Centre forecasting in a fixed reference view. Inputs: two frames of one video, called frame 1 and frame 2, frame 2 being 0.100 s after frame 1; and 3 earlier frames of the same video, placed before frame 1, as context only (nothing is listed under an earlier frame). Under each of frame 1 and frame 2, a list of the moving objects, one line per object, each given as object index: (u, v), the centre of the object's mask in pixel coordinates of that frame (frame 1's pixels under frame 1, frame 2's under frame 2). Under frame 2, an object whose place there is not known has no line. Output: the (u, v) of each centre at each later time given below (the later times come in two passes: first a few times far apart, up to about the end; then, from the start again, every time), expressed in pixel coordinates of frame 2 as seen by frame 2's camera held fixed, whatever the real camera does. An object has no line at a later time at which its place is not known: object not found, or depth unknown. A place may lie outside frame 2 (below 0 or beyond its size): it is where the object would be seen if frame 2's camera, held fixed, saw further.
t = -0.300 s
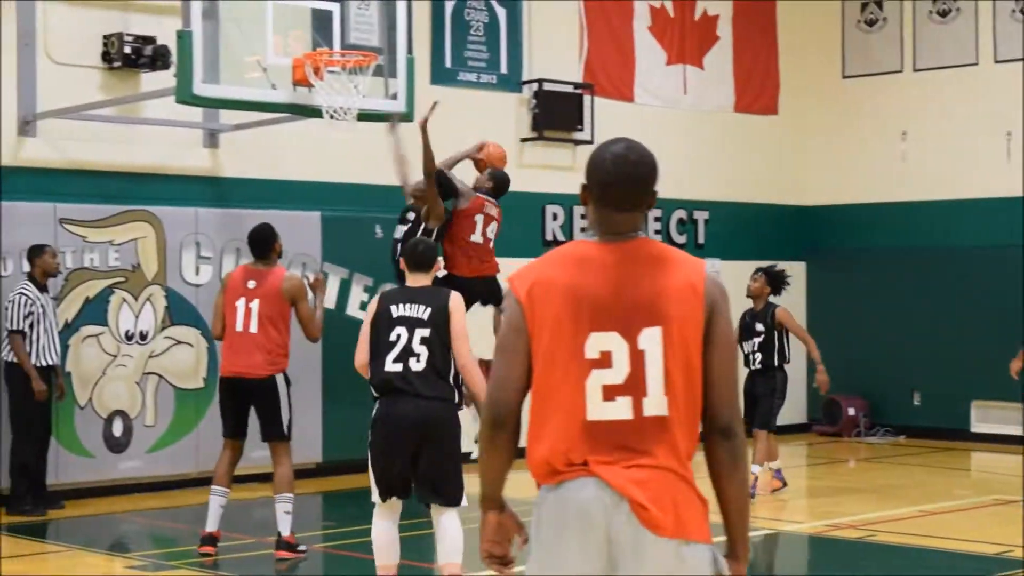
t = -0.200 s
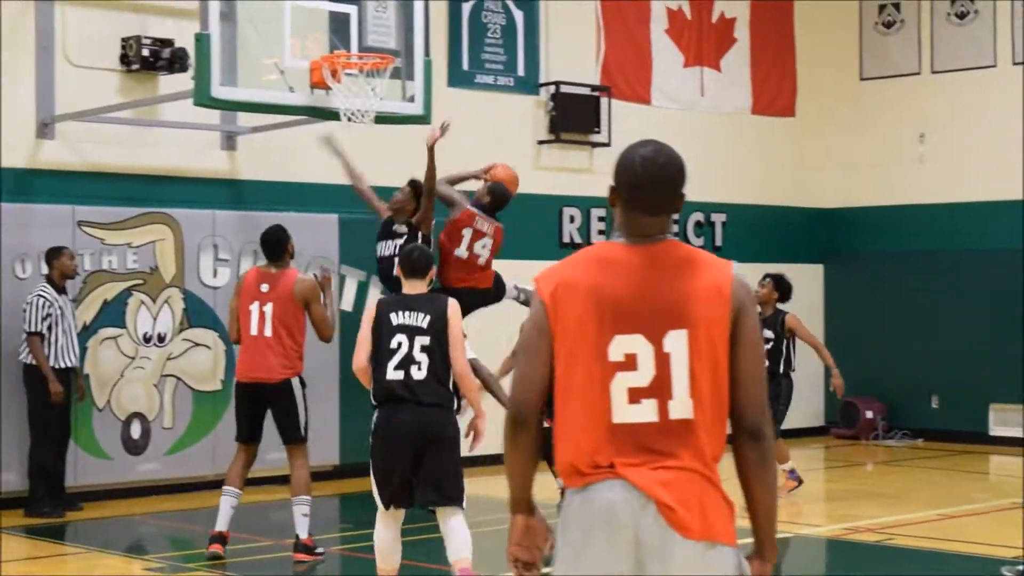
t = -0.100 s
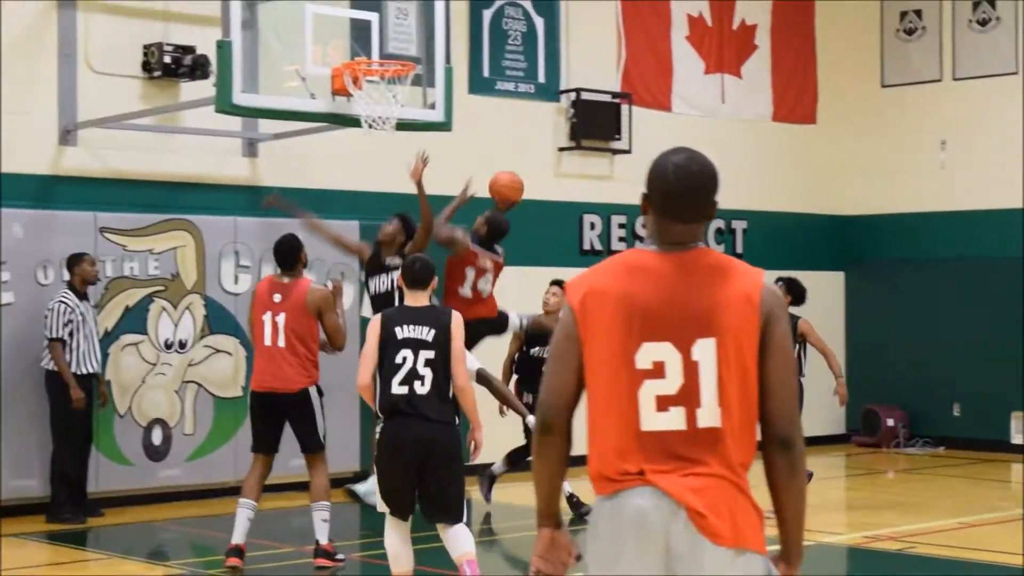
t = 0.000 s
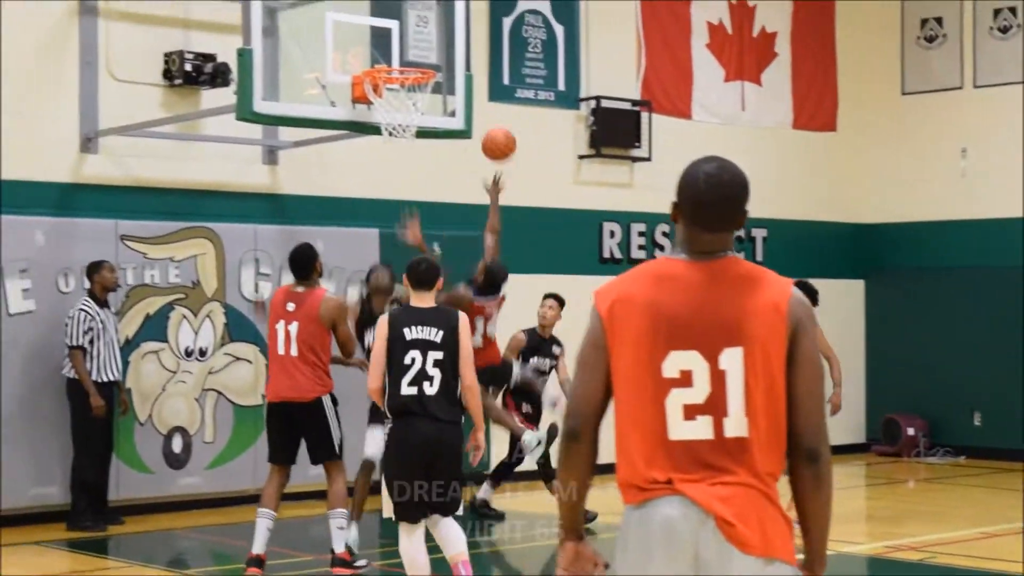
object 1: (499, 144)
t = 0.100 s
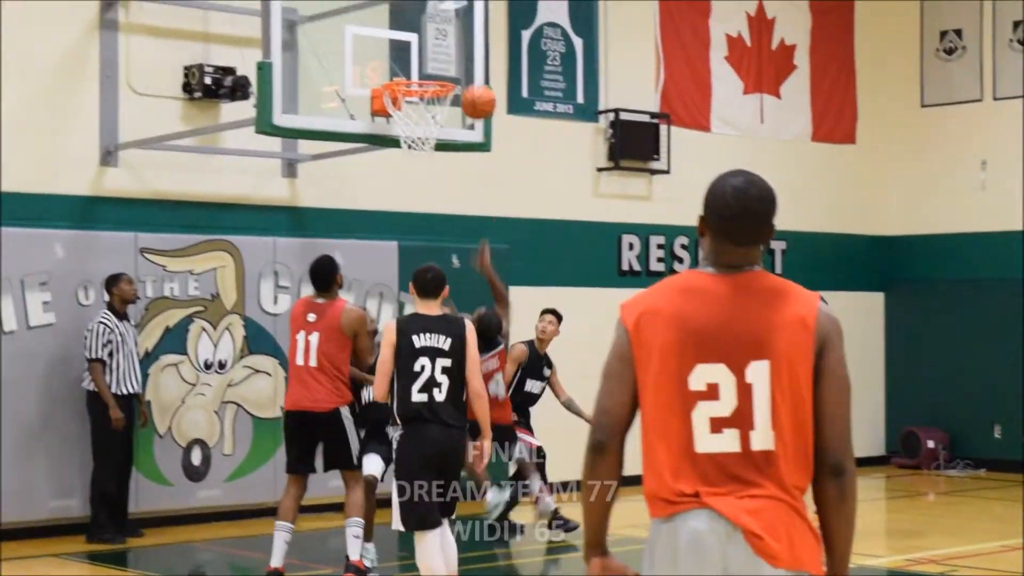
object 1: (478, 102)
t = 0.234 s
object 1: (426, 52)
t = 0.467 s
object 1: (437, 65)
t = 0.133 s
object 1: (466, 87)
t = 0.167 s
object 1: (454, 72)
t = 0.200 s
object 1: (440, 62)
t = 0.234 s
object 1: (426, 52)
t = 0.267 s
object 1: (421, 46)
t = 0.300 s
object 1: (423, 45)
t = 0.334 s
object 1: (425, 46)
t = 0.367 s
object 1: (428, 48)
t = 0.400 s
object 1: (431, 52)
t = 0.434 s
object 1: (434, 58)
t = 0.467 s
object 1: (437, 65)
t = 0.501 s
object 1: (438, 71)
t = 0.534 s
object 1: (432, 69)
